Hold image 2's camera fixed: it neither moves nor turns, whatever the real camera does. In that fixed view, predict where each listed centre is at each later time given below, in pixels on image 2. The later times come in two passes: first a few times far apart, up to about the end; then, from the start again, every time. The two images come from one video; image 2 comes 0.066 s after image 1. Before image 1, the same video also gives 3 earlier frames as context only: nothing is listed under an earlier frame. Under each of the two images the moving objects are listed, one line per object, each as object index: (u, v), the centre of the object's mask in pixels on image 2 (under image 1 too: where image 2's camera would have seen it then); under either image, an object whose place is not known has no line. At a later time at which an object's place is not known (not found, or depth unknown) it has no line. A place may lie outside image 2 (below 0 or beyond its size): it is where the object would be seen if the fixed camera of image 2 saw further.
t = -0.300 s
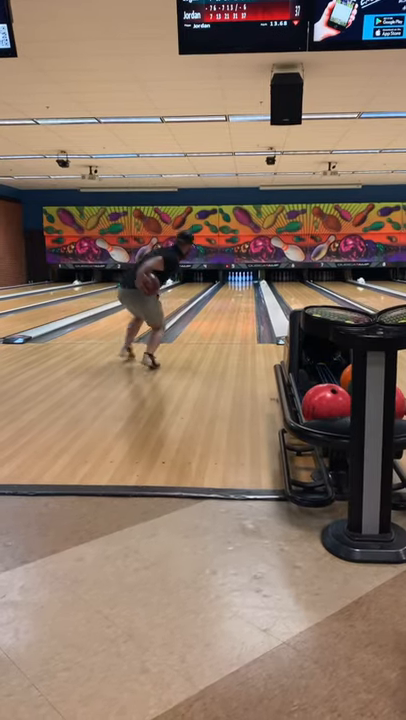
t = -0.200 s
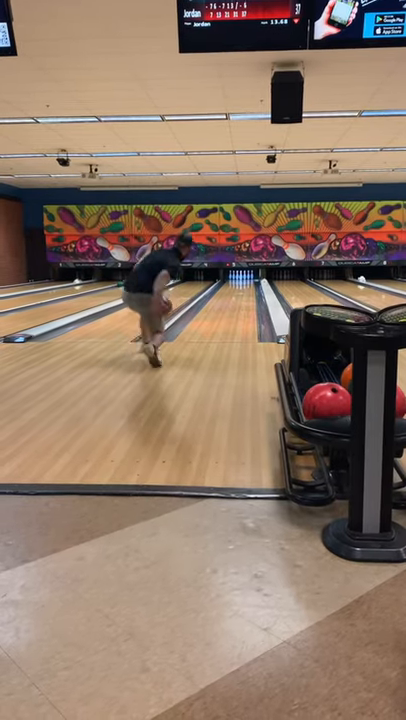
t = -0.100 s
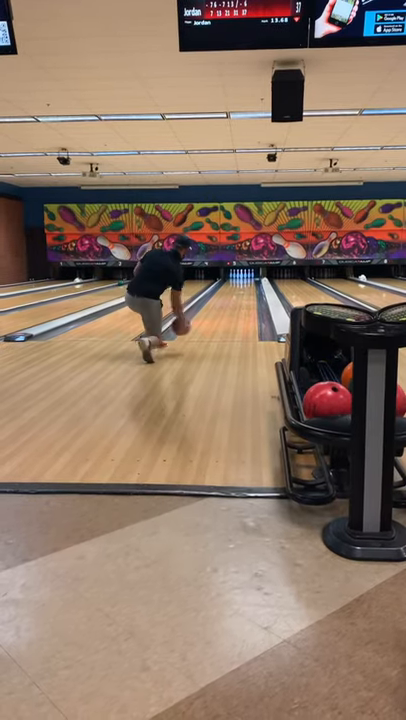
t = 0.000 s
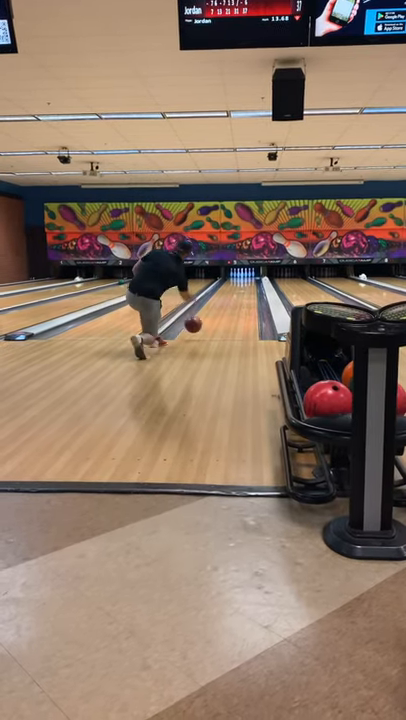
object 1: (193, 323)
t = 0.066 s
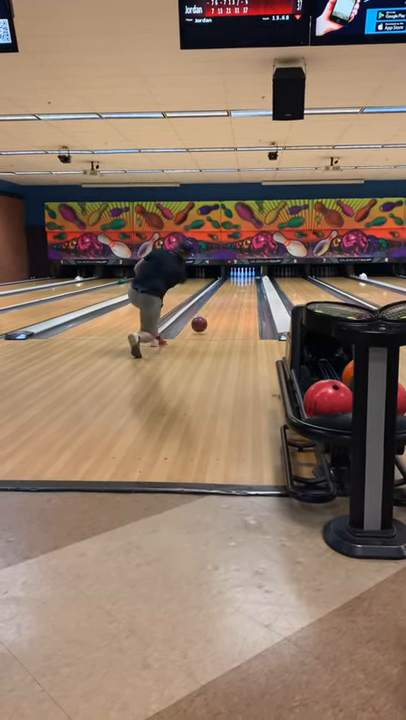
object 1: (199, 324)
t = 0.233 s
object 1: (209, 315)
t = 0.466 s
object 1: (219, 304)
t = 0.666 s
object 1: (225, 297)
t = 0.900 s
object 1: (230, 291)
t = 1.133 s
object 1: (234, 287)
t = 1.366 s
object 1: (237, 283)
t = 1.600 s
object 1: (239, 280)
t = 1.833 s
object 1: (240, 277)
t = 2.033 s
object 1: (241, 276)
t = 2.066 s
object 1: (241, 276)
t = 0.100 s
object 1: (201, 323)
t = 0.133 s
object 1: (203, 320)
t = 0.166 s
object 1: (206, 318)
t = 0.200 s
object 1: (208, 317)
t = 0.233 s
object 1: (209, 315)
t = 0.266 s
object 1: (211, 313)
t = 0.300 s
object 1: (213, 311)
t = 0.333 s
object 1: (214, 310)
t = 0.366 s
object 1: (216, 308)
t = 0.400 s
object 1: (217, 306)
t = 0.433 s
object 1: (218, 305)
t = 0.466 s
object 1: (219, 304)
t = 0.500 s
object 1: (220, 302)
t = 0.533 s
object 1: (222, 301)
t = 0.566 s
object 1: (223, 300)
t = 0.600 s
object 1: (224, 299)
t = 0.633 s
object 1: (224, 298)
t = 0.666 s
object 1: (225, 297)
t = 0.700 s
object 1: (226, 296)
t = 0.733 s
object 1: (227, 295)
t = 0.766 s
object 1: (228, 294)
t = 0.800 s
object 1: (228, 293)
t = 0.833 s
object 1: (229, 293)
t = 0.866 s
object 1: (230, 292)
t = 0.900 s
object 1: (230, 291)
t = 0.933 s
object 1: (231, 290)
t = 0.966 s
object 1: (231, 289)
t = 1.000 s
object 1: (232, 289)
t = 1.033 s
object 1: (233, 288)
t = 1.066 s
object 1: (233, 287)
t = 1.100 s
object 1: (233, 287)
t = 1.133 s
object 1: (234, 287)
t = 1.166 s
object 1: (234, 286)
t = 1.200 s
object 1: (235, 285)
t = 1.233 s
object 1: (235, 285)
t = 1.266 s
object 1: (236, 284)
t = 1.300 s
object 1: (236, 284)
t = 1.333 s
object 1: (236, 283)
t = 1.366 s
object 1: (237, 283)
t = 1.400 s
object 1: (237, 282)
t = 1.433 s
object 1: (237, 282)
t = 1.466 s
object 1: (237, 282)
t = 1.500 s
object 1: (238, 281)
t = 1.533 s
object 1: (238, 280)
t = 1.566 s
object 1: (239, 280)
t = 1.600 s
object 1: (239, 280)
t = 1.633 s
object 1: (239, 279)
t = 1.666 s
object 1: (239, 279)
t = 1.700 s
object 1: (240, 279)
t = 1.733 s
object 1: (240, 278)
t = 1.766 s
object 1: (240, 278)
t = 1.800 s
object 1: (240, 278)
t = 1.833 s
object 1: (240, 277)
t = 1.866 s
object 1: (240, 277)
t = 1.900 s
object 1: (240, 277)
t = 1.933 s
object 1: (241, 277)
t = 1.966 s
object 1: (241, 276)
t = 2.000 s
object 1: (241, 277)
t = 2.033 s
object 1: (241, 276)
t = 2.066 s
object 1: (241, 276)
